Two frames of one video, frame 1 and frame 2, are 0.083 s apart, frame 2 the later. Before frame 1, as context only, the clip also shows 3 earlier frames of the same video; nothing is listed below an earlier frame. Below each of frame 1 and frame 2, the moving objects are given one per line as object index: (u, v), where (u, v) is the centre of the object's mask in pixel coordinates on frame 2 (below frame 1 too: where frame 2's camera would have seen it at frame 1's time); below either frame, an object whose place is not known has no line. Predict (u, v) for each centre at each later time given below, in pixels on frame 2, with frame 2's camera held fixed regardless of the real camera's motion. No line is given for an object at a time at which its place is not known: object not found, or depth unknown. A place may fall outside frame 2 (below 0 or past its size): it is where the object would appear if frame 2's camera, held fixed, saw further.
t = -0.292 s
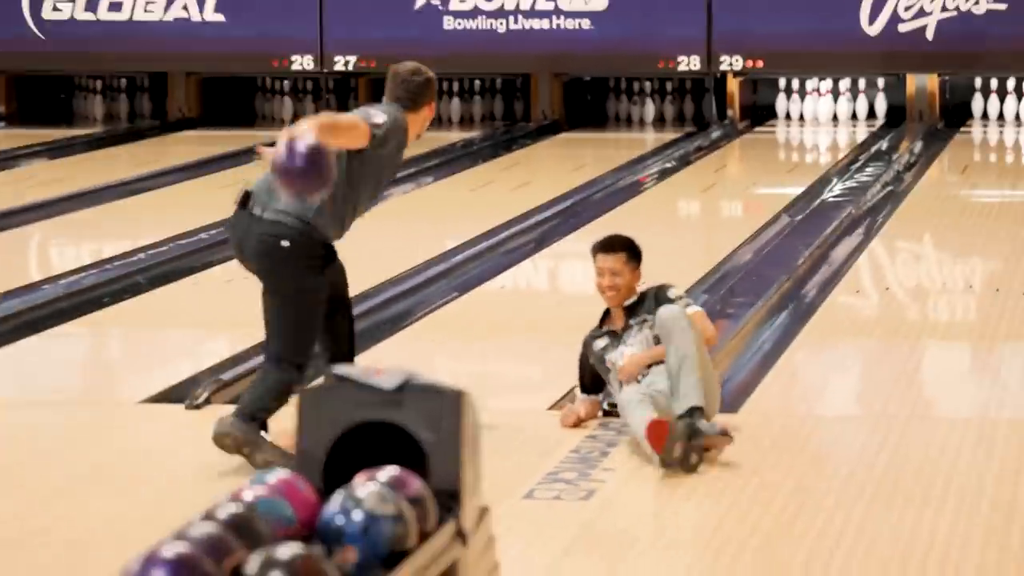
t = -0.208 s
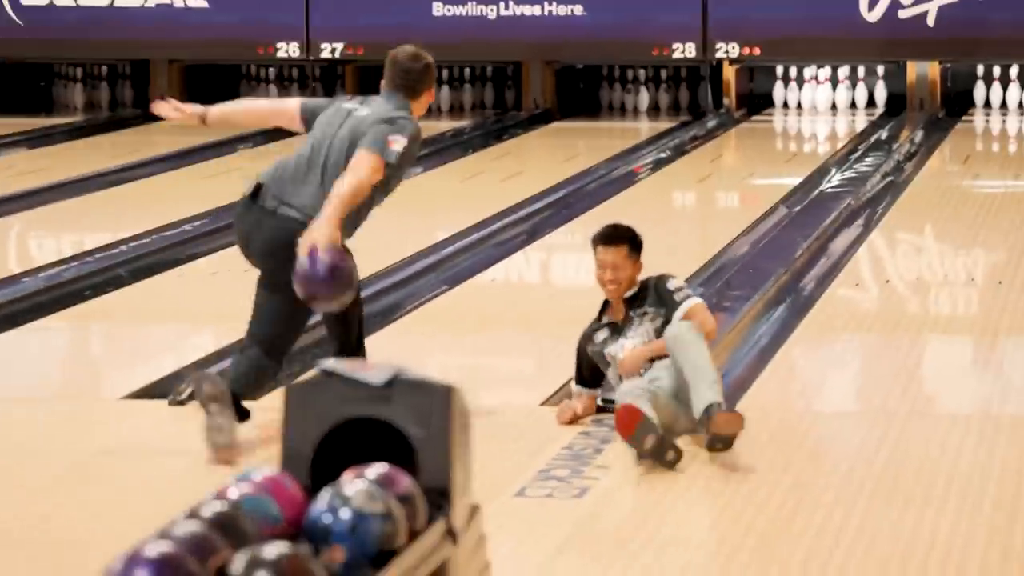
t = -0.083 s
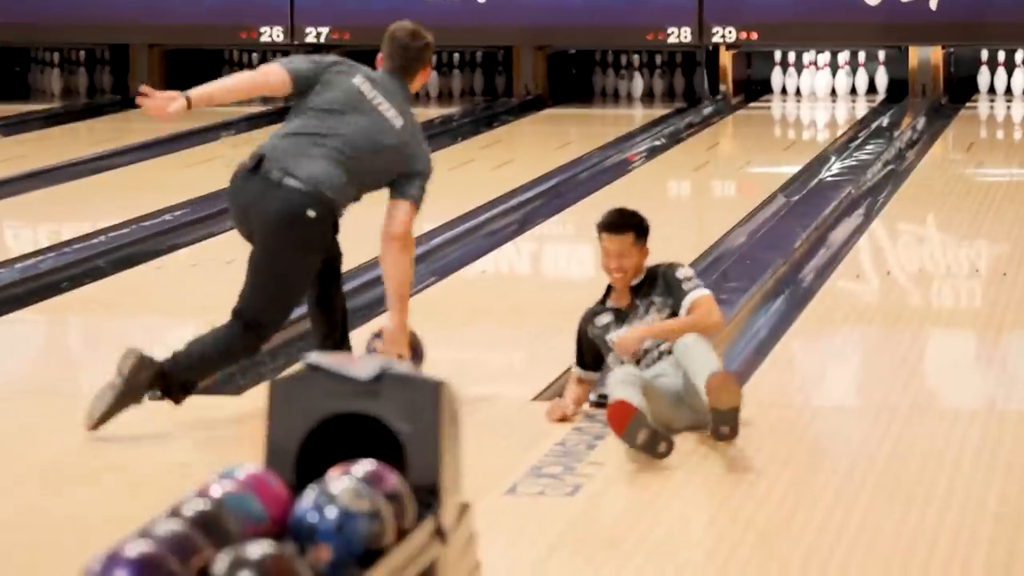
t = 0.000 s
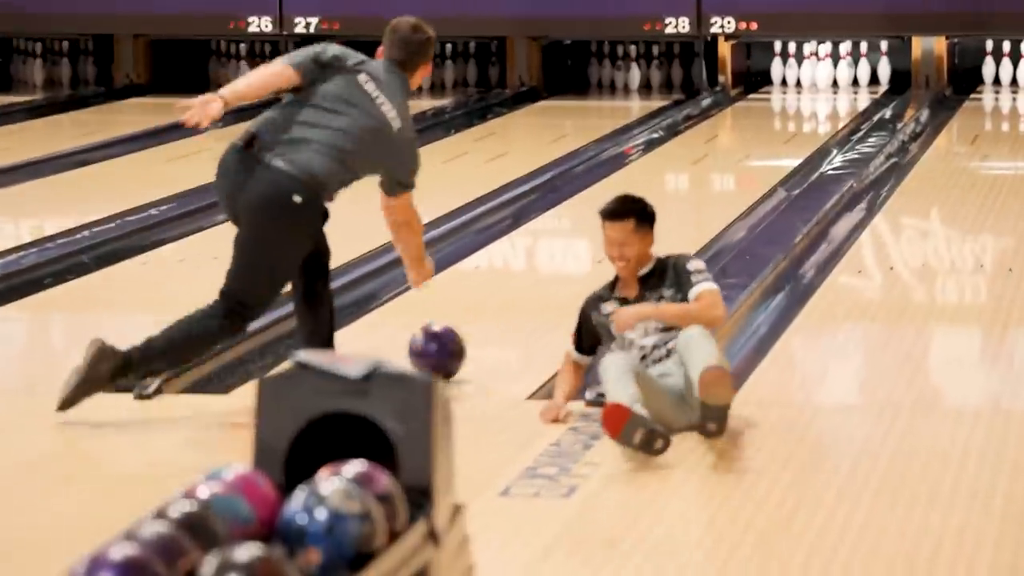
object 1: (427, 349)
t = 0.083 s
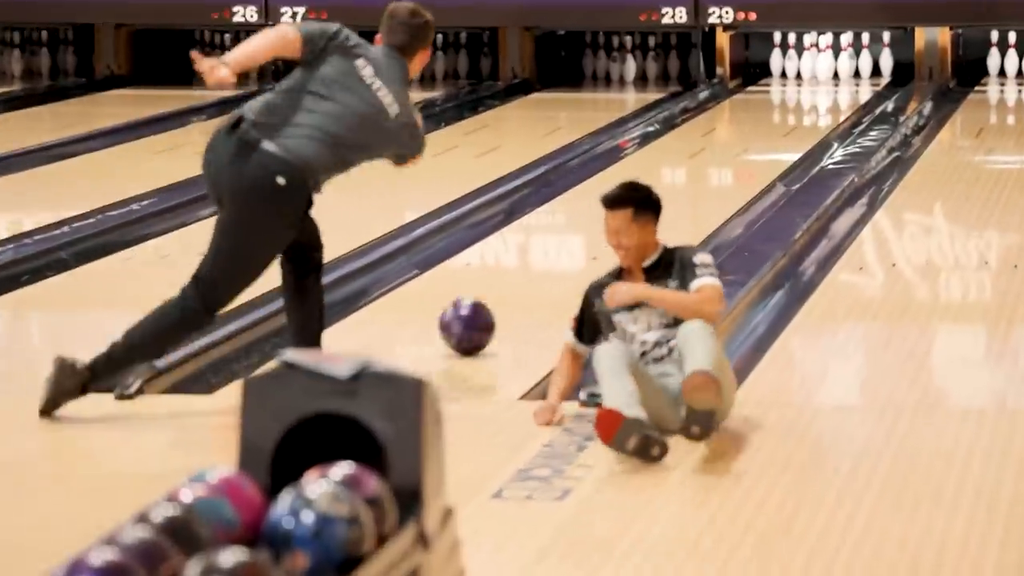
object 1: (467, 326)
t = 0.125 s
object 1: (489, 312)
